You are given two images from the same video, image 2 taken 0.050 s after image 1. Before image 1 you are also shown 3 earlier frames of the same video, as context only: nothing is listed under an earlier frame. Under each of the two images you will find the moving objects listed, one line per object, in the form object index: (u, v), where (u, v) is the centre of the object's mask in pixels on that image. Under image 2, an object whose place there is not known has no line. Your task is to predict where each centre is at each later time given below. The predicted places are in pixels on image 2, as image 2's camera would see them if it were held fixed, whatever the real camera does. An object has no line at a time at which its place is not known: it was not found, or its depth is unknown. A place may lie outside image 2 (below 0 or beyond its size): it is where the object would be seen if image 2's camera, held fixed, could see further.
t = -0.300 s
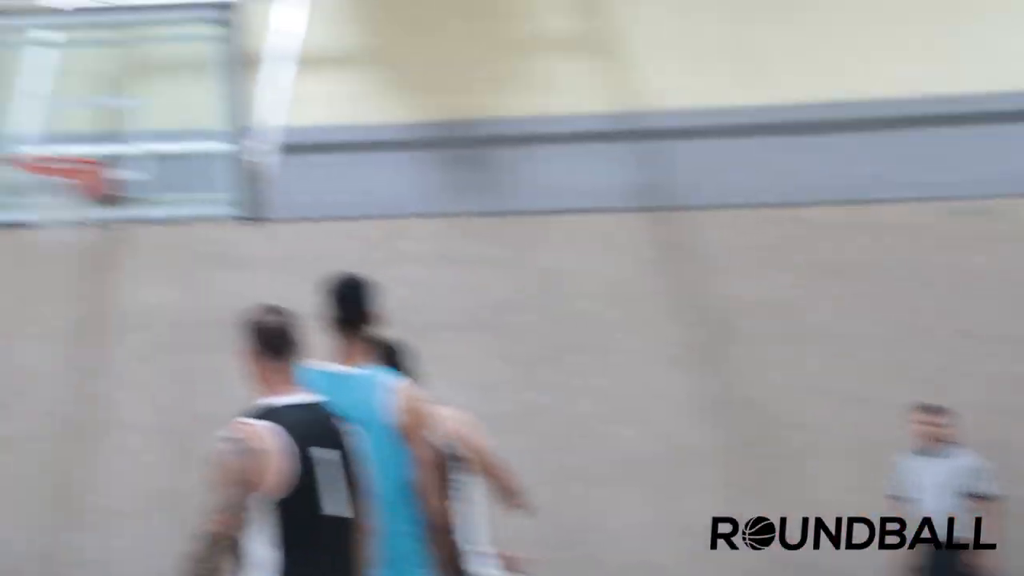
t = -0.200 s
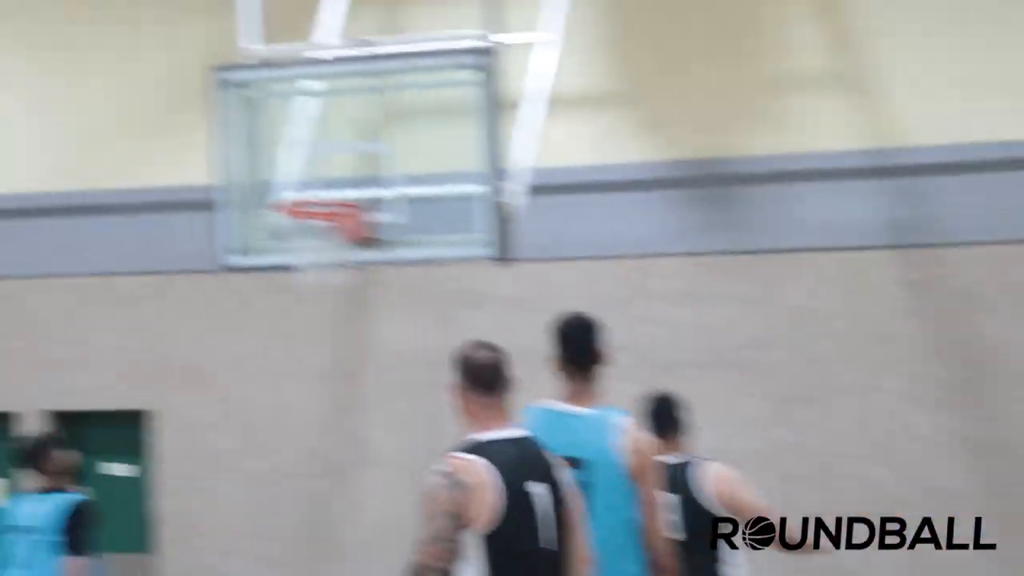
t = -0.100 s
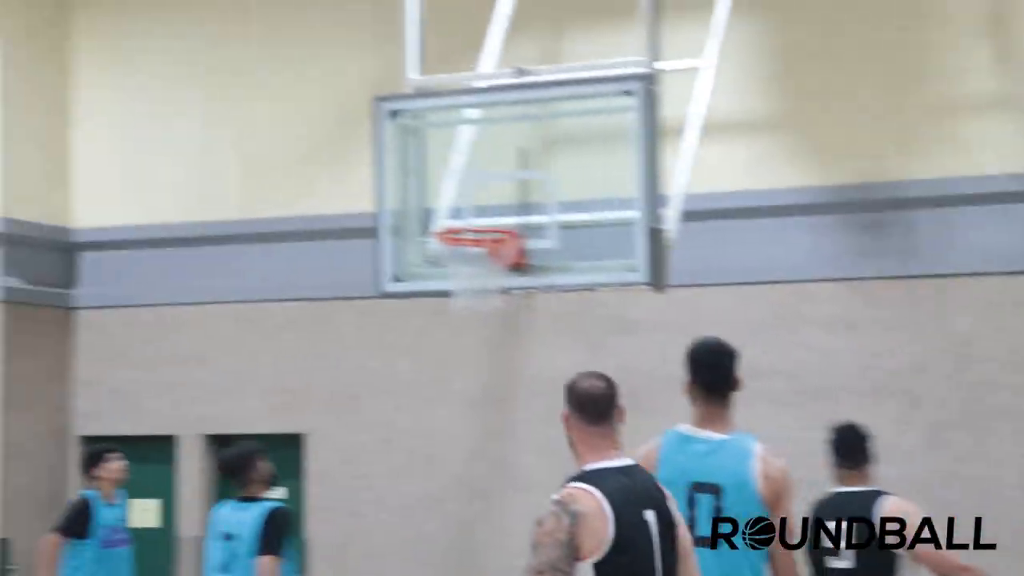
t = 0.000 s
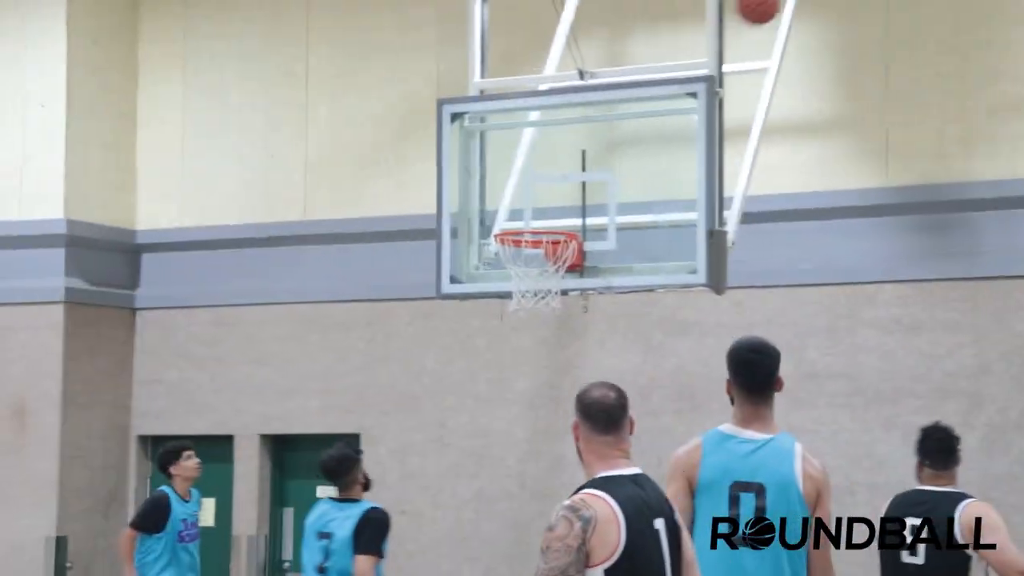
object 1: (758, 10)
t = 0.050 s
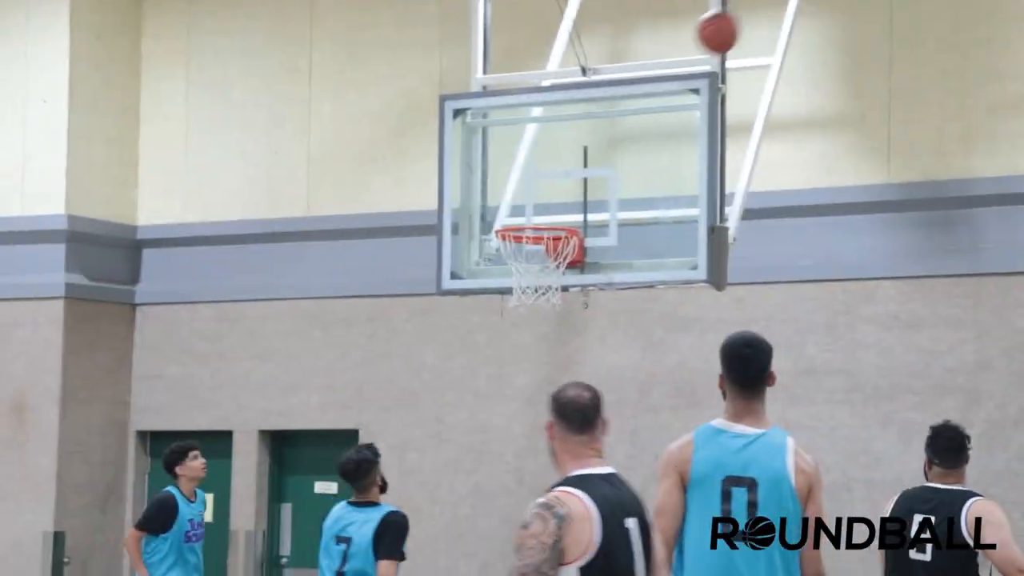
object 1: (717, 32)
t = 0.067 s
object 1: (703, 43)
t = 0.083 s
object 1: (689, 55)
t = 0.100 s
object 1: (675, 69)
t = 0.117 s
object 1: (661, 83)
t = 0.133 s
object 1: (648, 95)
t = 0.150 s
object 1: (635, 108)
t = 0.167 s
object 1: (621, 123)
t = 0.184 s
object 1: (609, 137)
